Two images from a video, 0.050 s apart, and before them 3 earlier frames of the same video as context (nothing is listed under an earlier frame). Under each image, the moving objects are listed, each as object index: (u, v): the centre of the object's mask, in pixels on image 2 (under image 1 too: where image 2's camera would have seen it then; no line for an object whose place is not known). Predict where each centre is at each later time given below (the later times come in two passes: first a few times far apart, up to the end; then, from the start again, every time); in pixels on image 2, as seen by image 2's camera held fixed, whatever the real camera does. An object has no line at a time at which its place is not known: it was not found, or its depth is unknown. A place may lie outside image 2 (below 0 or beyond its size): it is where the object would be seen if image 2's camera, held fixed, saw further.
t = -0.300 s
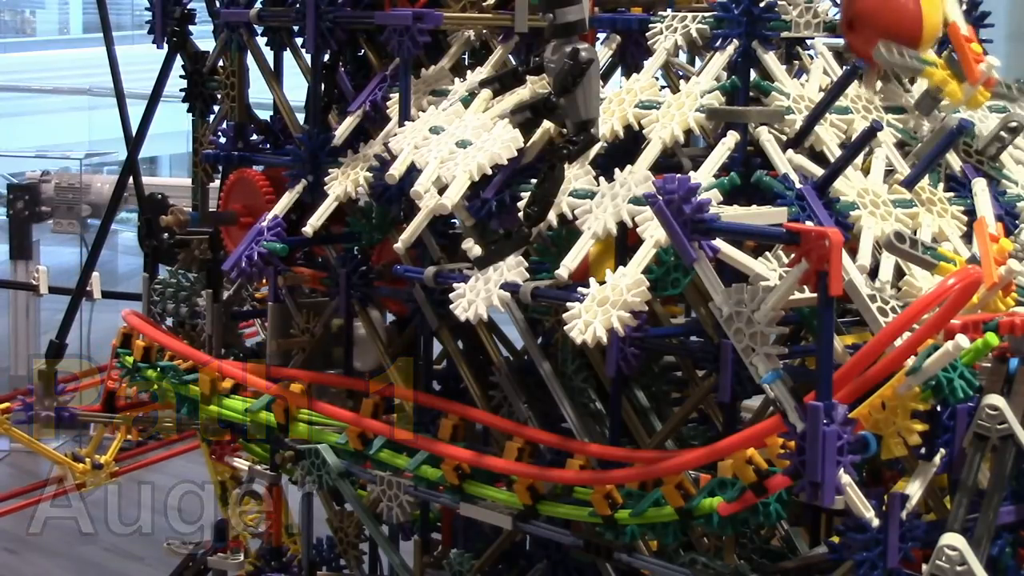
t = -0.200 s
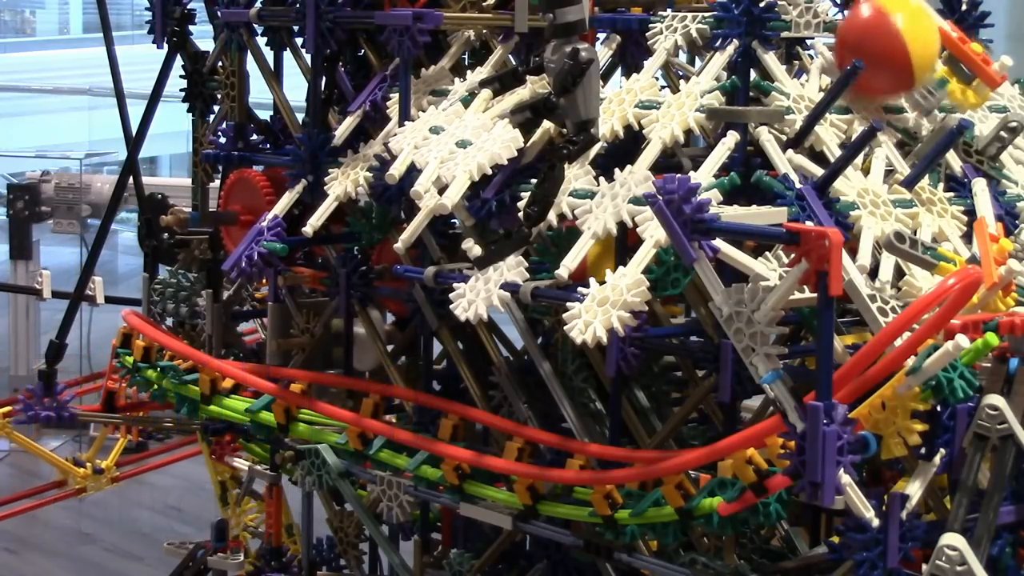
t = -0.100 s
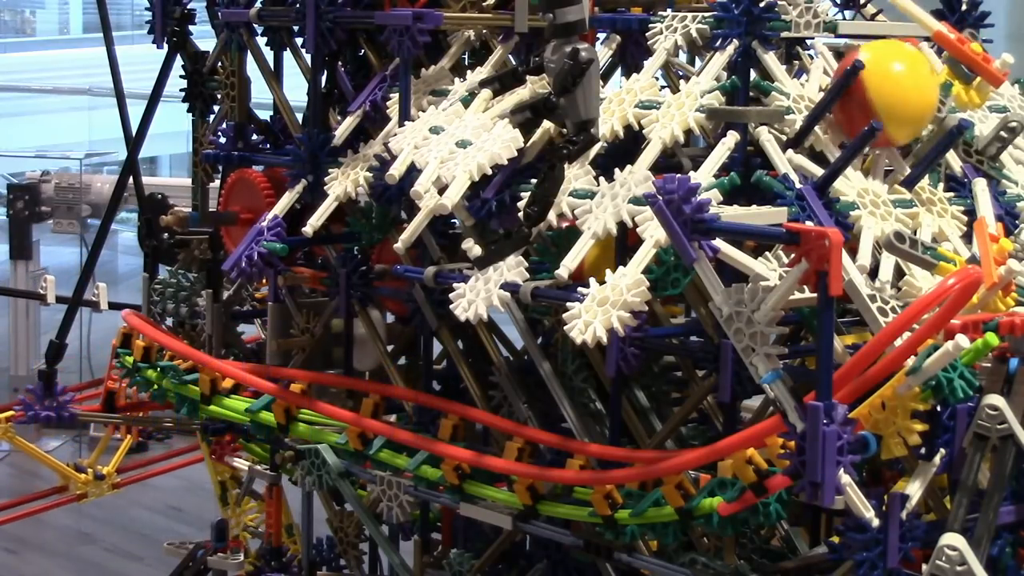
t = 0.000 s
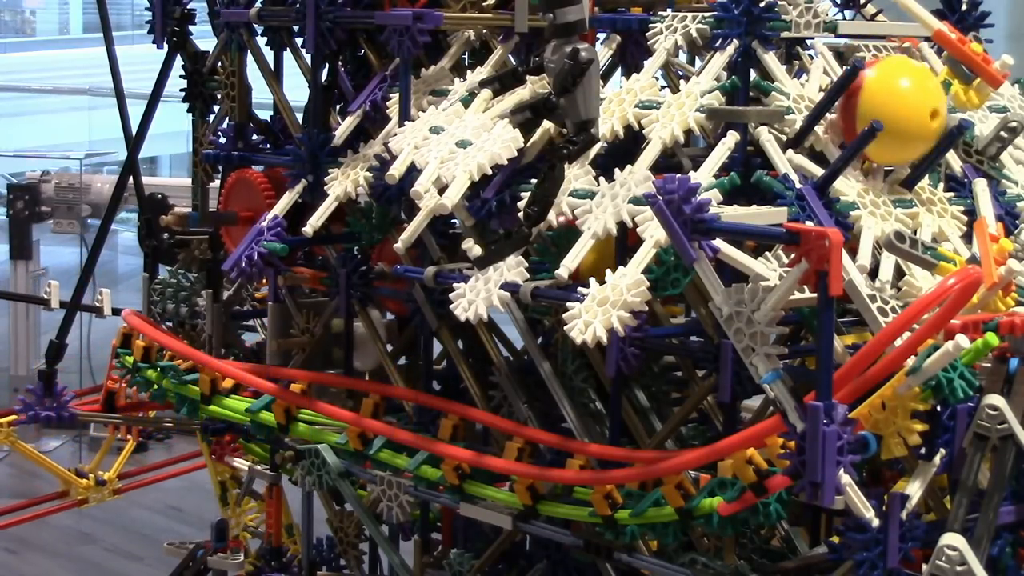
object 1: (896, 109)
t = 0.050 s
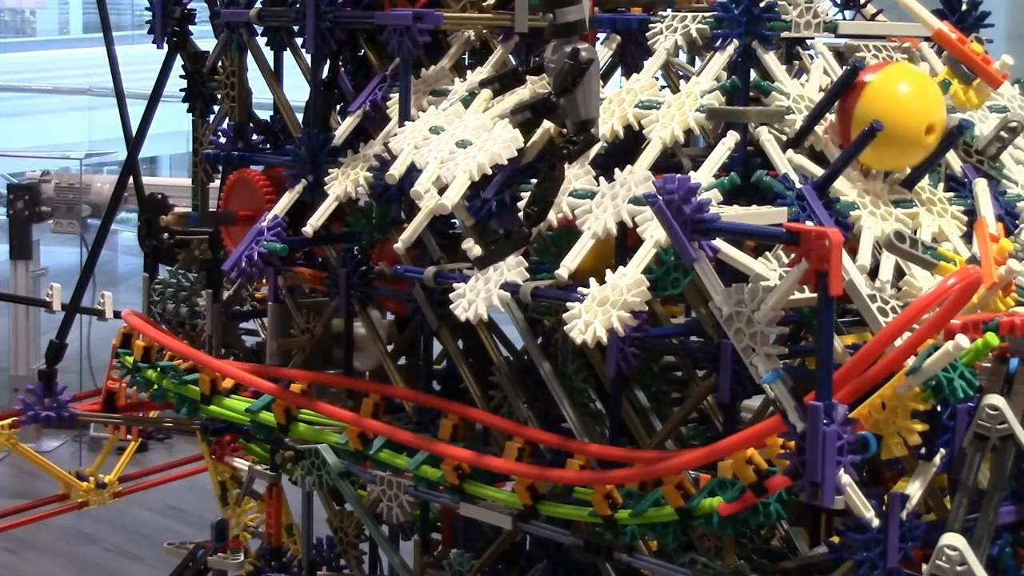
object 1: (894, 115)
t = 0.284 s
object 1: (892, 220)
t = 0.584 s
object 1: (792, 361)
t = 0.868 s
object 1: (561, 422)
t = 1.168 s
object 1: (319, 357)
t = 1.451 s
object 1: (185, 314)
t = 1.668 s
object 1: (203, 327)
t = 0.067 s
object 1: (893, 118)
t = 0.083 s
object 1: (893, 125)
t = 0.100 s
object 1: (895, 134)
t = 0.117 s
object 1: (898, 148)
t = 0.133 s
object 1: (906, 163)
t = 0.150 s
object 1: (912, 177)
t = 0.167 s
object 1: (922, 192)
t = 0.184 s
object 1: (914, 193)
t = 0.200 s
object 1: (903, 192)
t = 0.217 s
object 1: (909, 202)
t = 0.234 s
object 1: (907, 207)
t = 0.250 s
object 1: (899, 208)
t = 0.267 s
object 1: (894, 213)
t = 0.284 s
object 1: (892, 220)
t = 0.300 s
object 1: (892, 233)
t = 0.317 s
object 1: (894, 245)
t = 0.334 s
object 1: (893, 260)
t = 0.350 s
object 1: (892, 268)
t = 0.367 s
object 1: (887, 268)
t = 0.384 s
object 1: (887, 268)
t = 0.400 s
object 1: (886, 270)
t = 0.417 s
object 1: (883, 274)
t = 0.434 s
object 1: (879, 279)
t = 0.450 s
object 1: (877, 283)
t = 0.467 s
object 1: (872, 291)
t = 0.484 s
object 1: (862, 319)
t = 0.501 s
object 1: (847, 339)
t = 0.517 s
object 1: (836, 342)
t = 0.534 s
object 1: (817, 336)
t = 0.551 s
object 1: (816, 341)
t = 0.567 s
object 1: (812, 346)
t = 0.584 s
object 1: (792, 361)
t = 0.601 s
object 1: (781, 367)
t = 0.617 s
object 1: (759, 382)
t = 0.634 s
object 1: (753, 384)
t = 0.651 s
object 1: (729, 396)
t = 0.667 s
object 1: (722, 397)
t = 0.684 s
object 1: (714, 400)
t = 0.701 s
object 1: (706, 404)
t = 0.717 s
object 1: (693, 408)
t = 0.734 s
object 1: (678, 413)
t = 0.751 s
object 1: (665, 416)
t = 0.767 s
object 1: (652, 420)
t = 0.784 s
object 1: (637, 423)
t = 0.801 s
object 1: (623, 423)
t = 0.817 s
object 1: (607, 423)
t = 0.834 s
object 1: (591, 424)
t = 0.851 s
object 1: (575, 424)
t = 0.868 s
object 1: (561, 422)
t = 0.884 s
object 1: (544, 420)
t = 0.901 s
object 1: (529, 417)
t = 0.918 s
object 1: (516, 414)
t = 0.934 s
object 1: (503, 412)
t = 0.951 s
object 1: (488, 407)
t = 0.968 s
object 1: (474, 402)
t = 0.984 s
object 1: (459, 397)
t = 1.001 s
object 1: (444, 395)
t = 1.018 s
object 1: (430, 391)
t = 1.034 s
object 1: (417, 387)
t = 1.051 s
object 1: (404, 383)
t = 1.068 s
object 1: (392, 380)
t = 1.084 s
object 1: (381, 376)
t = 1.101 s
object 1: (369, 371)
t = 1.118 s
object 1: (356, 367)
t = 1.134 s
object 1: (344, 363)
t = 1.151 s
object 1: (331, 358)
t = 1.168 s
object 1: (319, 357)
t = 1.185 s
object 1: (307, 353)
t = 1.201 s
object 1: (298, 350)
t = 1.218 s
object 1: (287, 347)
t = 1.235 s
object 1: (278, 345)
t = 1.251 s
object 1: (268, 341)
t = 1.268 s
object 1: (258, 338)
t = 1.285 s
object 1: (250, 334)
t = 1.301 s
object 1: (240, 330)
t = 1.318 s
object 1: (229, 327)
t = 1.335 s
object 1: (222, 326)
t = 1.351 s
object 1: (215, 324)
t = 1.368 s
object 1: (208, 322)
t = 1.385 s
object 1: (201, 320)
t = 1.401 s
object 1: (198, 319)
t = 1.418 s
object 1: (191, 316)
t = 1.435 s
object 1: (189, 315)
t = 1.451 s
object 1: (185, 314)
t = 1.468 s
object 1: (183, 313)
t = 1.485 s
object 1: (181, 313)
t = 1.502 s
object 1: (179, 313)
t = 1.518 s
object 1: (182, 313)
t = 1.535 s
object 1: (184, 313)
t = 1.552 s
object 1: (186, 314)
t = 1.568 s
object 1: (186, 314)
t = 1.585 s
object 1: (185, 315)
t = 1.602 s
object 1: (185, 317)
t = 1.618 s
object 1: (187, 319)
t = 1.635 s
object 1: (190, 321)
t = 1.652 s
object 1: (196, 325)
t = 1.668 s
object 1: (203, 327)
